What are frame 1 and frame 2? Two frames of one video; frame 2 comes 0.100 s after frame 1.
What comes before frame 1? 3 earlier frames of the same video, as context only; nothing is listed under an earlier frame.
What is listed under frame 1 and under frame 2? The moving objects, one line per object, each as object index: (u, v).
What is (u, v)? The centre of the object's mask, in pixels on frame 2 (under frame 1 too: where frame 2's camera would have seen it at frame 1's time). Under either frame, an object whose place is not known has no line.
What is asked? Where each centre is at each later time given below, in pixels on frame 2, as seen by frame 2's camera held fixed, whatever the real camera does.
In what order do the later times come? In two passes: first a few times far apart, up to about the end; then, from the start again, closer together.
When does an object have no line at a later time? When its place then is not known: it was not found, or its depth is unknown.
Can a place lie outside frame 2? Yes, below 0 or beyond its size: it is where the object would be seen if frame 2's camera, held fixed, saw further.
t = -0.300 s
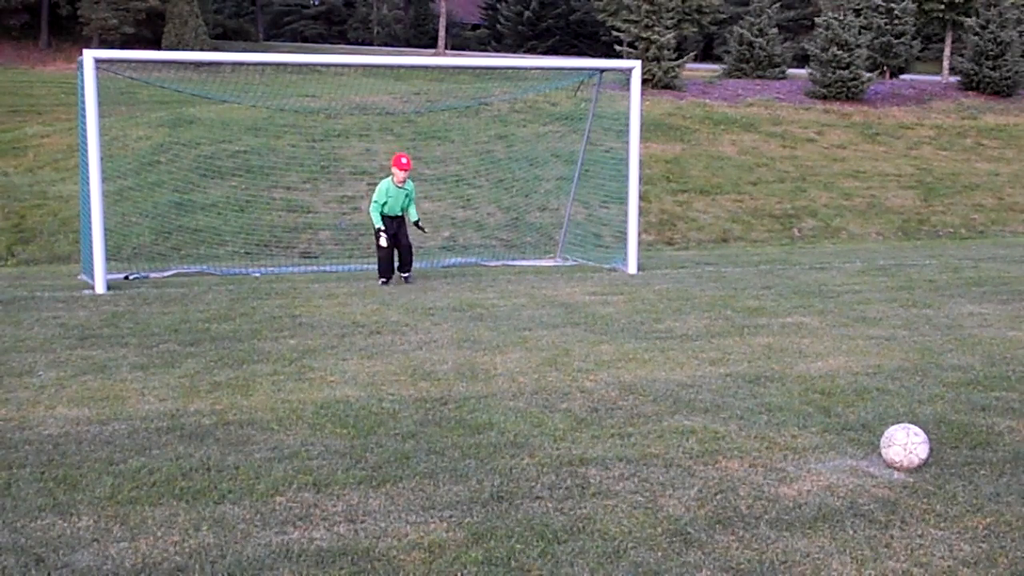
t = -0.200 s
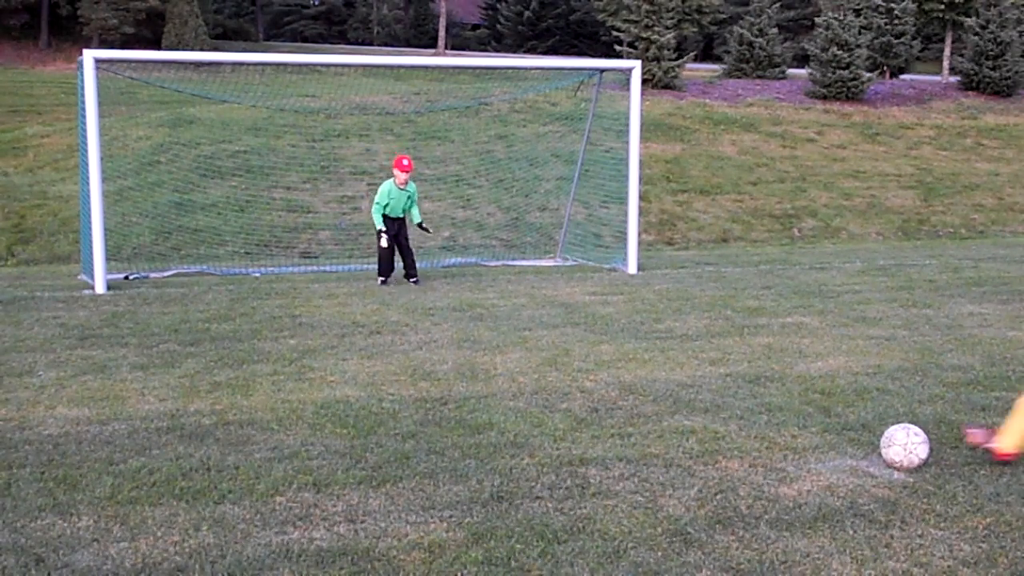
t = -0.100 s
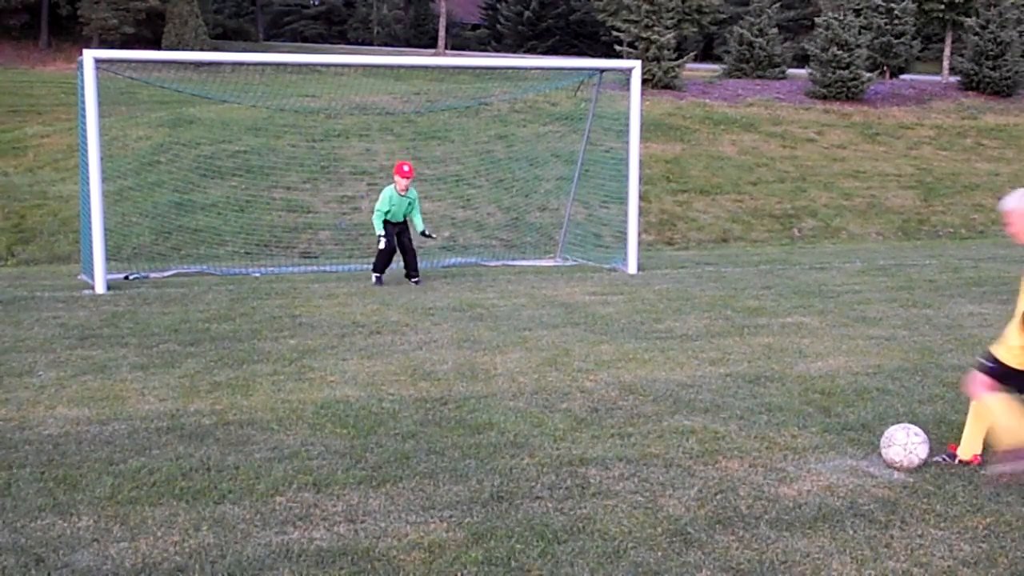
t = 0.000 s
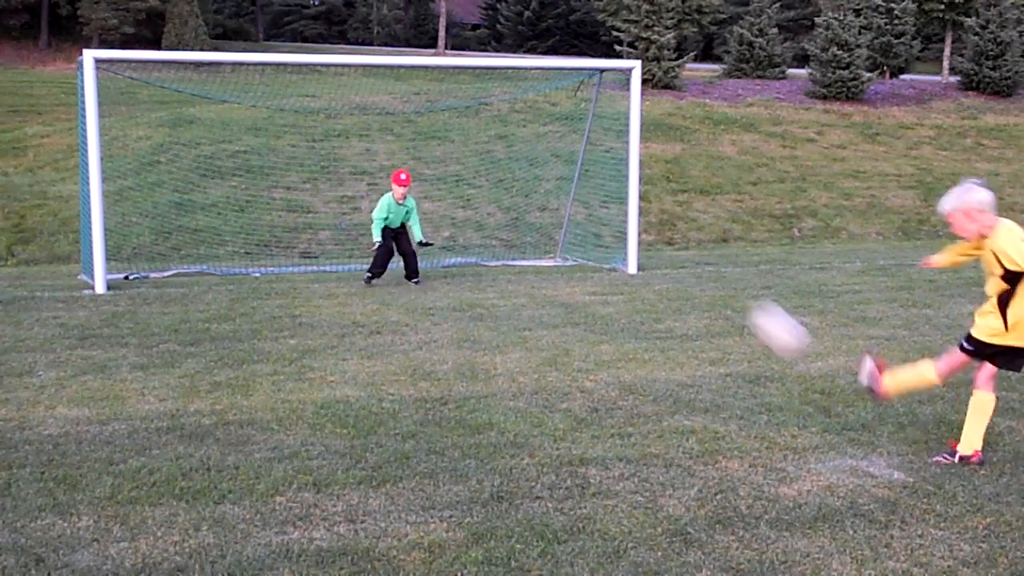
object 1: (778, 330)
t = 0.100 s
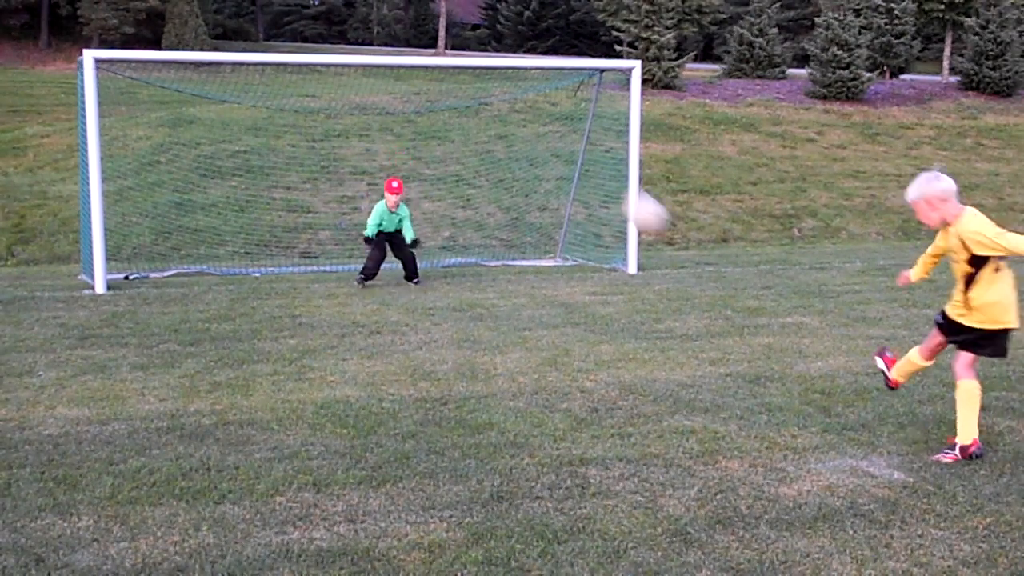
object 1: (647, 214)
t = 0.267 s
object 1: (509, 107)
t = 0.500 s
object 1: (431, 97)
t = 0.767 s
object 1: (482, 256)
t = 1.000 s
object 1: (520, 148)
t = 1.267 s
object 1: (572, 104)
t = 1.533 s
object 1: (638, 177)
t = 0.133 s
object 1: (609, 183)
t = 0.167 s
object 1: (580, 159)
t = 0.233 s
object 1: (530, 121)
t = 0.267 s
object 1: (509, 107)
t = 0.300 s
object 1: (490, 95)
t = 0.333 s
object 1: (473, 86)
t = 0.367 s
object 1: (459, 78)
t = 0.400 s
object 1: (444, 73)
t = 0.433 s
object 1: (433, 69)
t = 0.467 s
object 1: (425, 74)
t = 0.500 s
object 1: (431, 97)
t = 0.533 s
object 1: (437, 127)
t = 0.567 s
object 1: (444, 158)
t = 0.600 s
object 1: (451, 191)
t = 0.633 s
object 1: (458, 228)
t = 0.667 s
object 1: (465, 265)
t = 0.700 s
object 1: (472, 294)
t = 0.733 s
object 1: (476, 276)
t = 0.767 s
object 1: (482, 256)
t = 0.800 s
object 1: (486, 238)
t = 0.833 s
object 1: (491, 219)
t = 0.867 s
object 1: (497, 203)
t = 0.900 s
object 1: (502, 187)
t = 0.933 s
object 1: (508, 174)
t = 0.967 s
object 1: (513, 161)
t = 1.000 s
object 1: (520, 148)
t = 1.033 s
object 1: (526, 138)
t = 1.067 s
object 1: (532, 128)
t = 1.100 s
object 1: (538, 120)
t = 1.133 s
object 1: (545, 114)
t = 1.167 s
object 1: (551, 109)
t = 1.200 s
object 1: (558, 105)
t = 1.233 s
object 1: (565, 104)
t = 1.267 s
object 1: (572, 104)
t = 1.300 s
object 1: (580, 106)
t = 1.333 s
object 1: (588, 110)
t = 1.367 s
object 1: (595, 116)
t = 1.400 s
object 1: (603, 124)
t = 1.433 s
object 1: (611, 133)
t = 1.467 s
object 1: (618, 145)
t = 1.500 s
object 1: (628, 161)
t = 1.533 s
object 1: (638, 177)
